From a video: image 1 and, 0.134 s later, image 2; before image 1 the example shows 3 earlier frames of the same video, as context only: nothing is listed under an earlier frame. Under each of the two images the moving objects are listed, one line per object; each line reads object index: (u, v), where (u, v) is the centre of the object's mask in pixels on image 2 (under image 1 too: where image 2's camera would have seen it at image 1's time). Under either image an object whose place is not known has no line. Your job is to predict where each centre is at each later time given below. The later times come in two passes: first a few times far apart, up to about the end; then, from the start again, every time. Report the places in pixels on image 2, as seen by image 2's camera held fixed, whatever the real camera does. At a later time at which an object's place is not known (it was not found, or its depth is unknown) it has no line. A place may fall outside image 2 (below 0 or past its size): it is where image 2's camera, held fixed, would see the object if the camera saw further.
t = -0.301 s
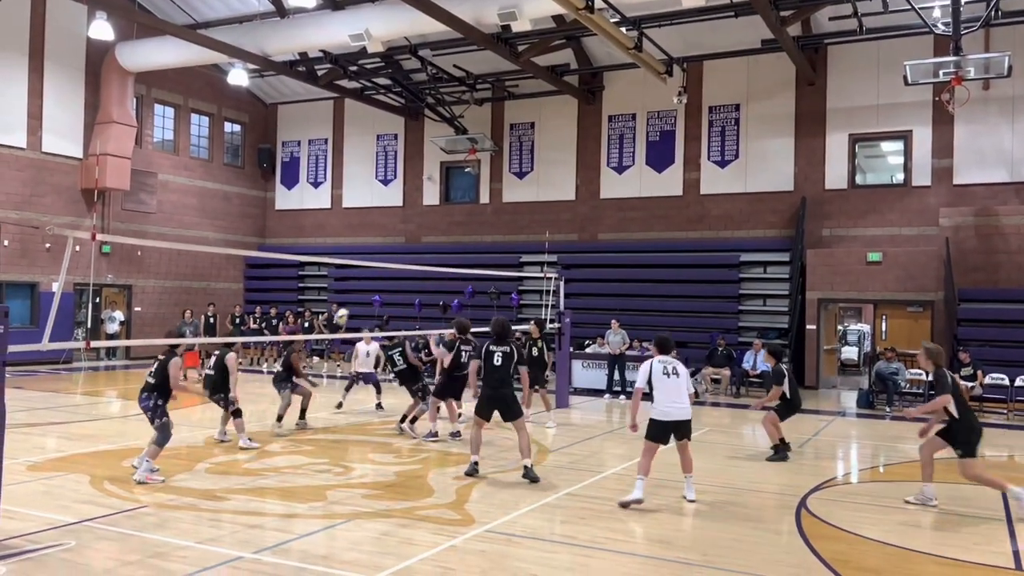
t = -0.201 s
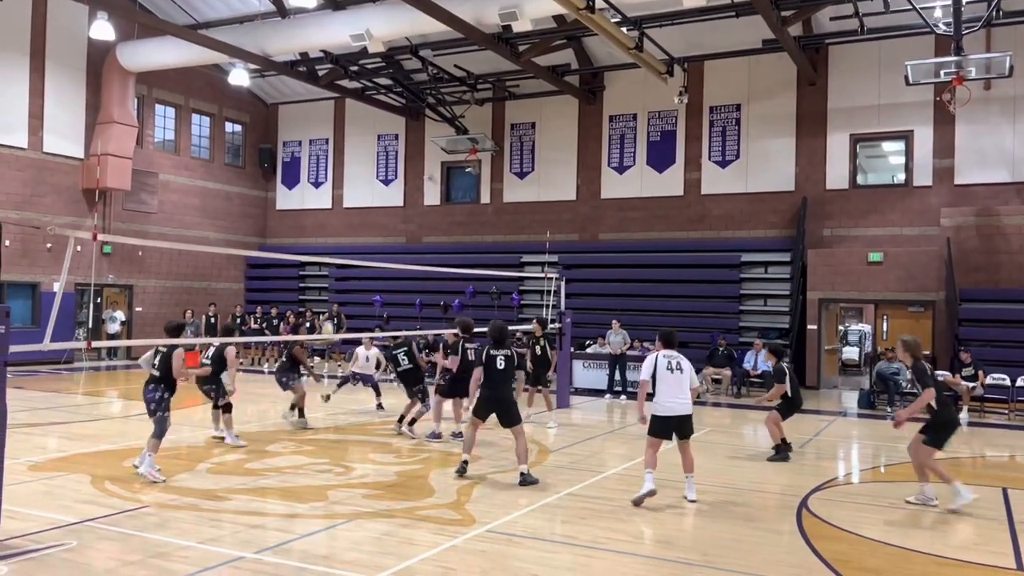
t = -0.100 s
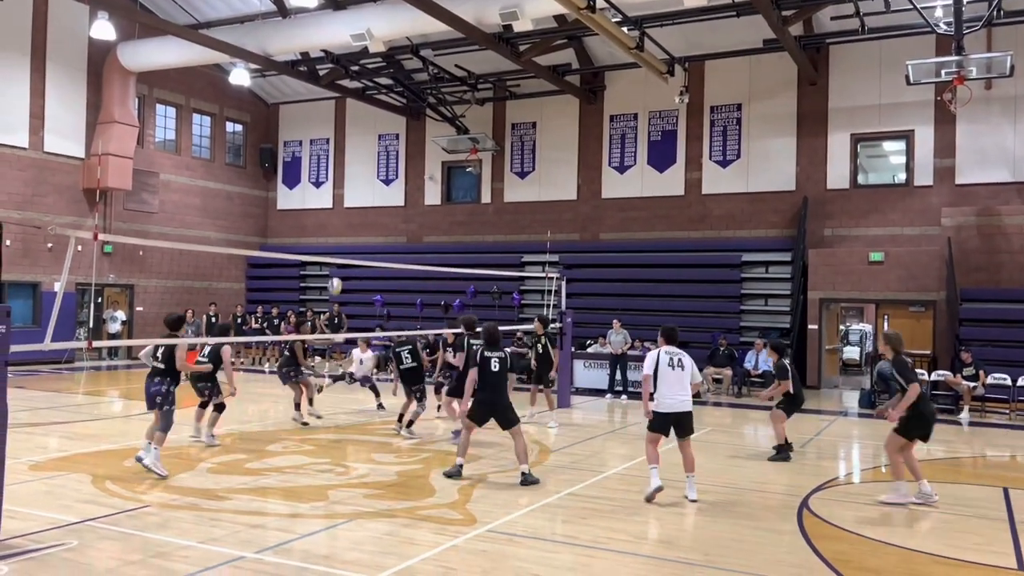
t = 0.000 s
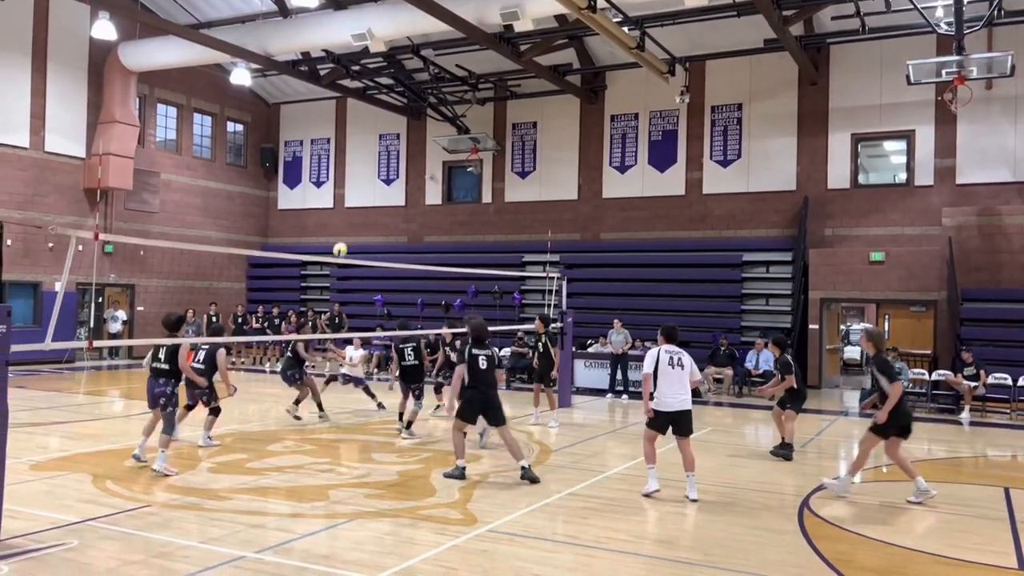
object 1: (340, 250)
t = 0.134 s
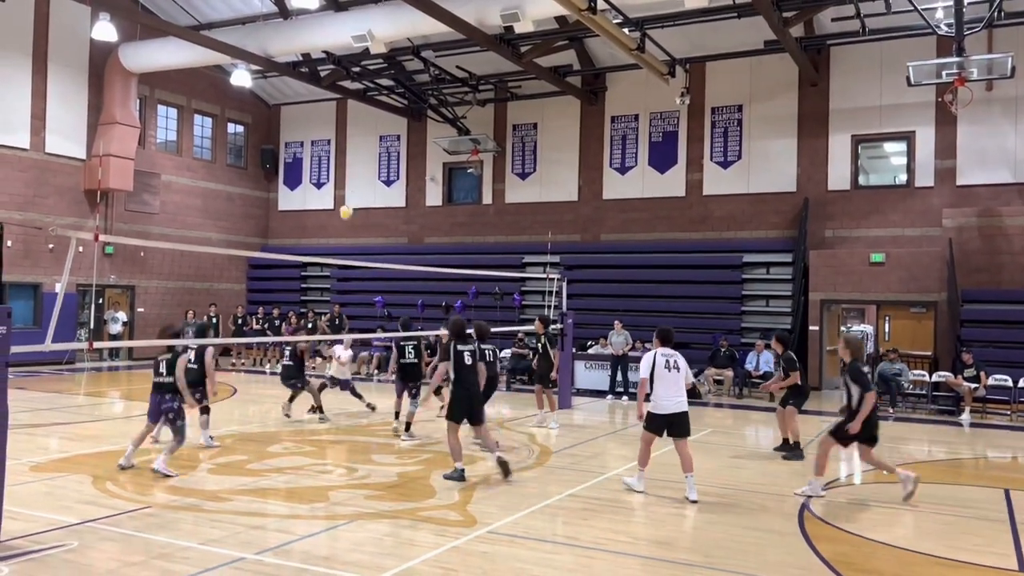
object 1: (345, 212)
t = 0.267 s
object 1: (351, 183)
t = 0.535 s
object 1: (362, 161)
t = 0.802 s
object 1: (371, 181)
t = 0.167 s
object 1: (347, 204)
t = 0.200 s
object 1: (348, 197)
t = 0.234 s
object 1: (350, 189)
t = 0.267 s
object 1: (351, 183)
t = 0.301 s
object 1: (353, 177)
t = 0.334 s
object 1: (354, 172)
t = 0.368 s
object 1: (355, 169)
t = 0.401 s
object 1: (357, 167)
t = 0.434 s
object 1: (358, 164)
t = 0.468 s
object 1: (360, 162)
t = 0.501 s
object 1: (361, 161)
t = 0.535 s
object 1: (362, 161)
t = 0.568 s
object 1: (363, 160)
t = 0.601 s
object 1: (364, 162)
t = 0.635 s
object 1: (365, 163)
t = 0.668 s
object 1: (367, 165)
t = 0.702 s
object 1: (368, 168)
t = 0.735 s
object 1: (369, 170)
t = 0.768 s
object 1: (369, 176)
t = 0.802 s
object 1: (371, 181)
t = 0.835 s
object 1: (374, 187)
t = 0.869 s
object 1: (374, 193)
